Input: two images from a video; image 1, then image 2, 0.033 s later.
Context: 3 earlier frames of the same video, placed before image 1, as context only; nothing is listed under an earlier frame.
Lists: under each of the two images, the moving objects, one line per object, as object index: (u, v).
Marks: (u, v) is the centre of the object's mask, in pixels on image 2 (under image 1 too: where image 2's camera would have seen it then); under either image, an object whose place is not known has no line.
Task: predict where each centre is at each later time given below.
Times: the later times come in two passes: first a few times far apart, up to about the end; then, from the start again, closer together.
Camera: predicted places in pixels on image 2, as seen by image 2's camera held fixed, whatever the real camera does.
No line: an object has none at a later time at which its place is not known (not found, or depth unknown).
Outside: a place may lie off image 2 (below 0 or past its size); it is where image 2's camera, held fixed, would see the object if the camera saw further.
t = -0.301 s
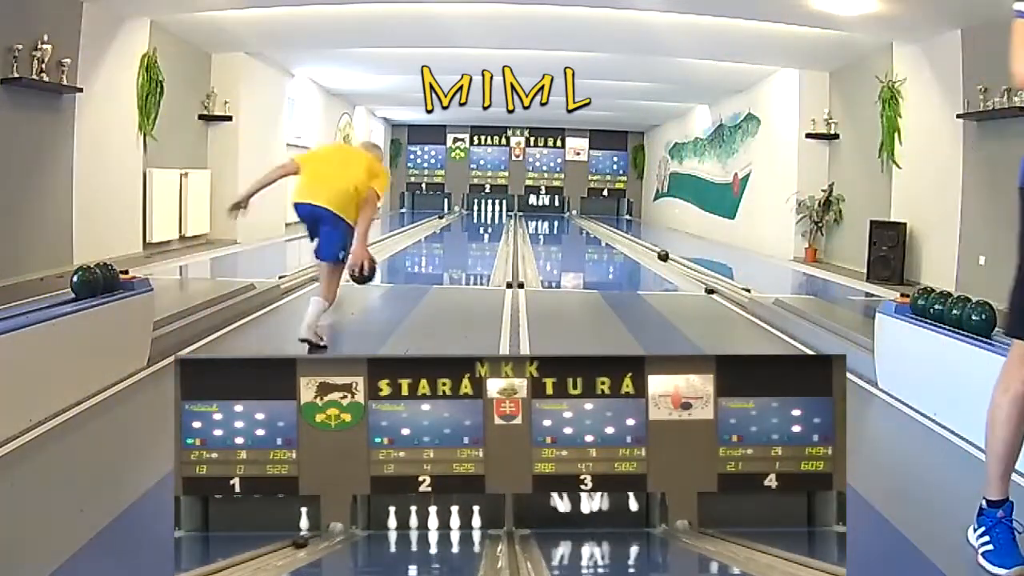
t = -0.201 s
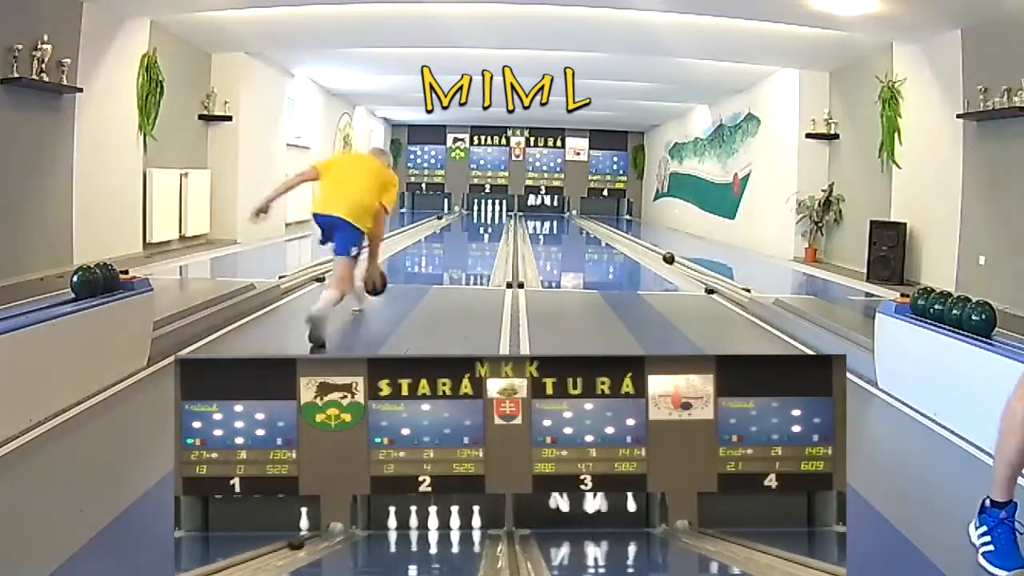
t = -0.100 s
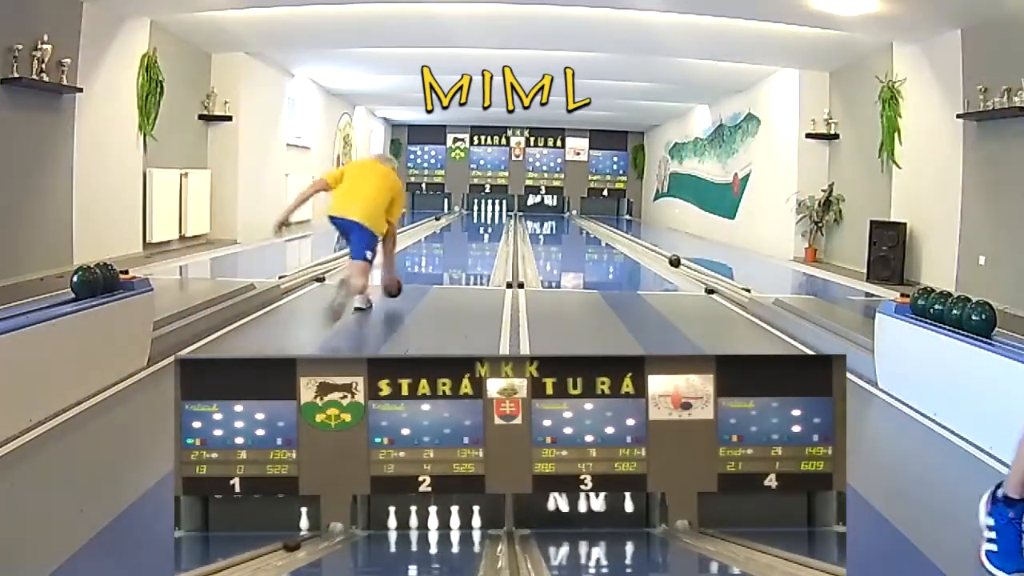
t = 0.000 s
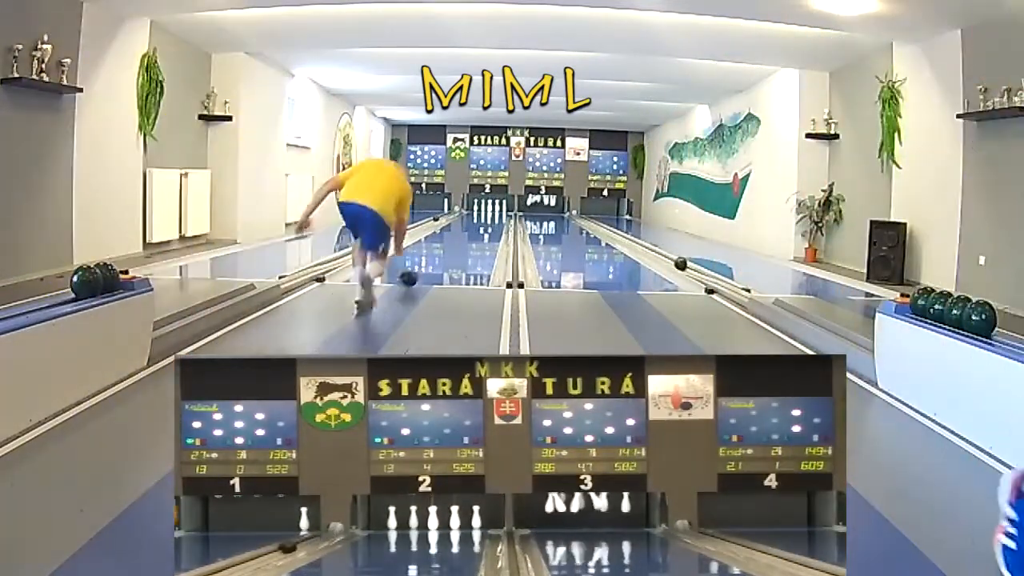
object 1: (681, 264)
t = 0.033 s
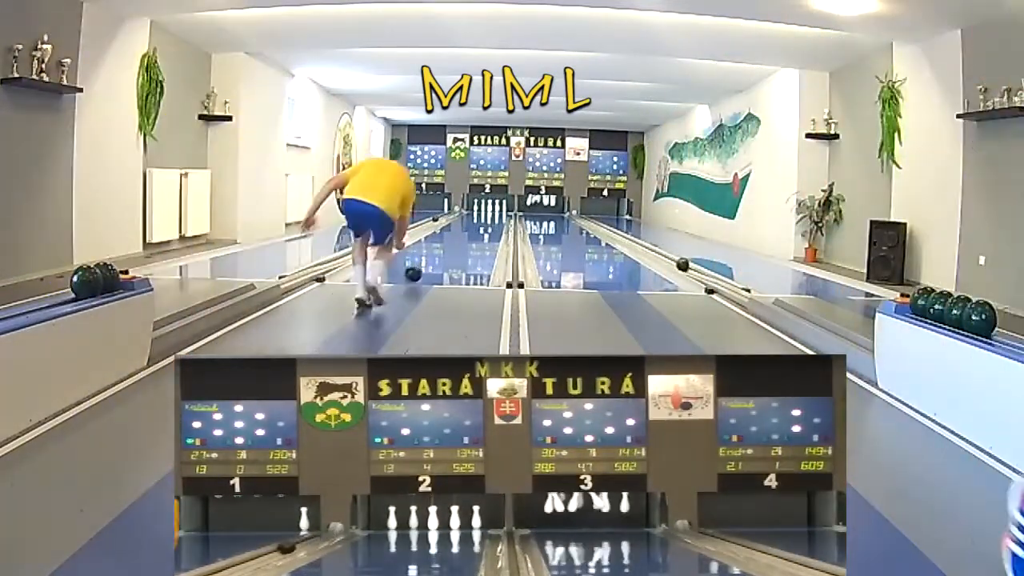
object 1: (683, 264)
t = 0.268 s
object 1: (699, 271)
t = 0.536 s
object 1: (722, 279)
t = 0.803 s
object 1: (750, 291)
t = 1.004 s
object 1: (778, 302)
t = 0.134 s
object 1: (689, 267)
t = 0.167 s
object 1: (692, 268)
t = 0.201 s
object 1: (694, 269)
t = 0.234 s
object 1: (697, 270)
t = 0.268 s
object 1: (699, 271)
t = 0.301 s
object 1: (702, 272)
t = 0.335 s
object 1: (704, 273)
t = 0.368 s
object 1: (707, 274)
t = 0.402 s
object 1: (710, 275)
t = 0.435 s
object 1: (712, 276)
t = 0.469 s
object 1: (715, 277)
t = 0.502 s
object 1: (719, 278)
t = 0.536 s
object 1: (722, 279)
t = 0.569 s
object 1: (725, 281)
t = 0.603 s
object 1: (729, 282)
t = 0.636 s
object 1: (732, 284)
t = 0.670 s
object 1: (735, 285)
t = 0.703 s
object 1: (739, 287)
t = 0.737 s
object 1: (743, 288)
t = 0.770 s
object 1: (746, 290)
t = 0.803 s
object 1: (750, 291)
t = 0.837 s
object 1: (754, 292)
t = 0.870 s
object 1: (759, 293)
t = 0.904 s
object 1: (764, 295)
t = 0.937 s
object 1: (769, 297)
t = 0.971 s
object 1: (773, 300)
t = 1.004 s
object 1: (778, 302)
